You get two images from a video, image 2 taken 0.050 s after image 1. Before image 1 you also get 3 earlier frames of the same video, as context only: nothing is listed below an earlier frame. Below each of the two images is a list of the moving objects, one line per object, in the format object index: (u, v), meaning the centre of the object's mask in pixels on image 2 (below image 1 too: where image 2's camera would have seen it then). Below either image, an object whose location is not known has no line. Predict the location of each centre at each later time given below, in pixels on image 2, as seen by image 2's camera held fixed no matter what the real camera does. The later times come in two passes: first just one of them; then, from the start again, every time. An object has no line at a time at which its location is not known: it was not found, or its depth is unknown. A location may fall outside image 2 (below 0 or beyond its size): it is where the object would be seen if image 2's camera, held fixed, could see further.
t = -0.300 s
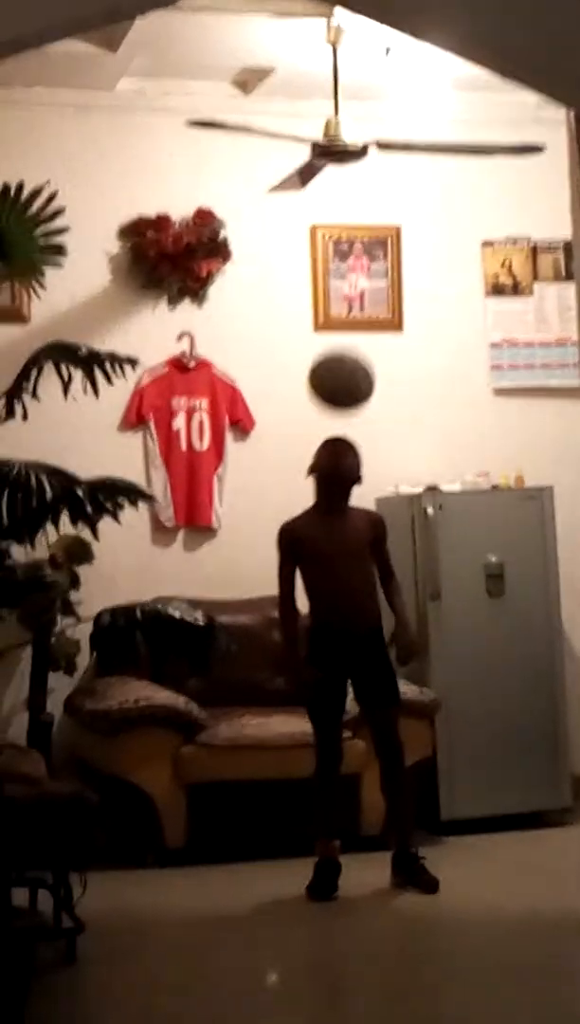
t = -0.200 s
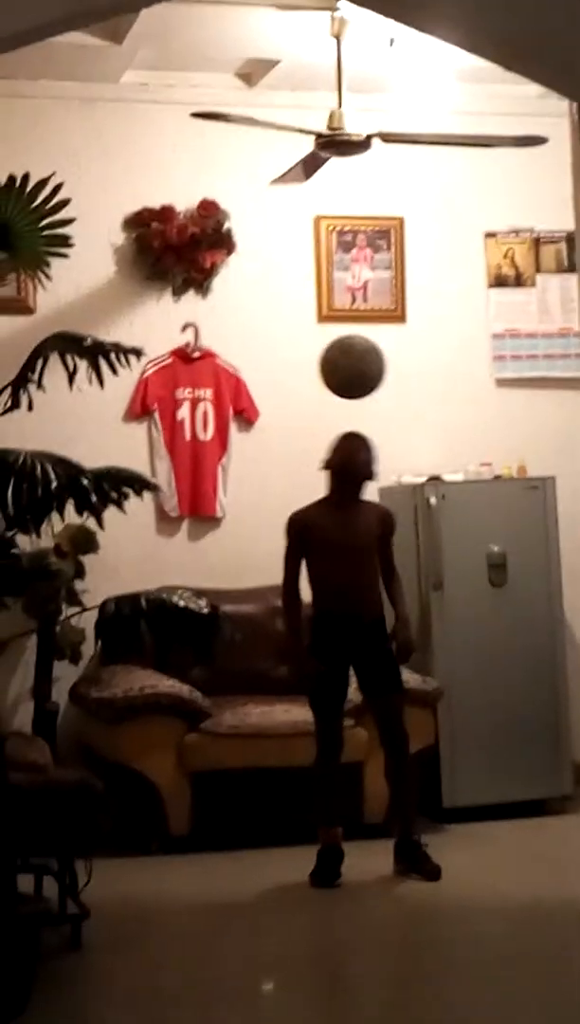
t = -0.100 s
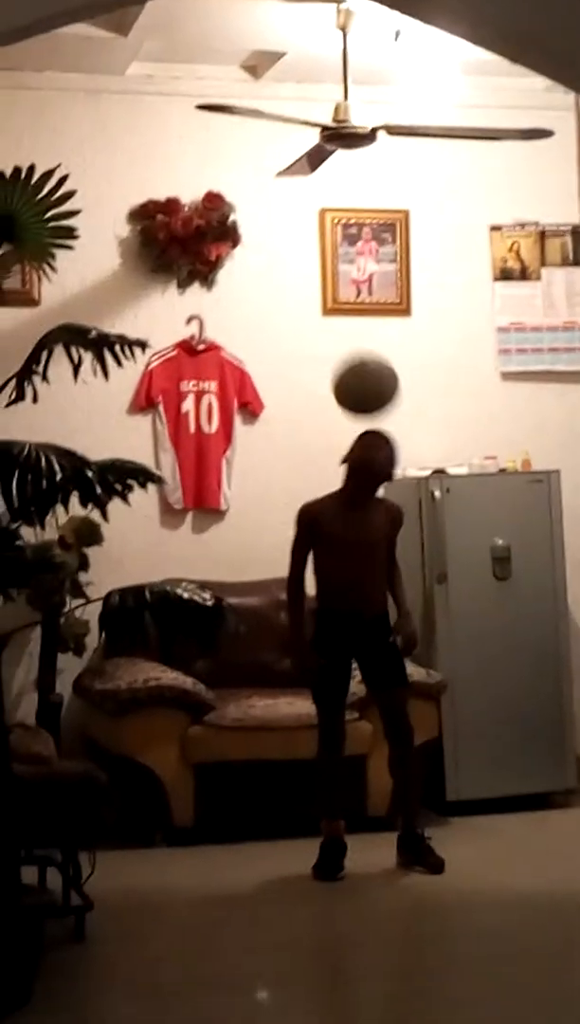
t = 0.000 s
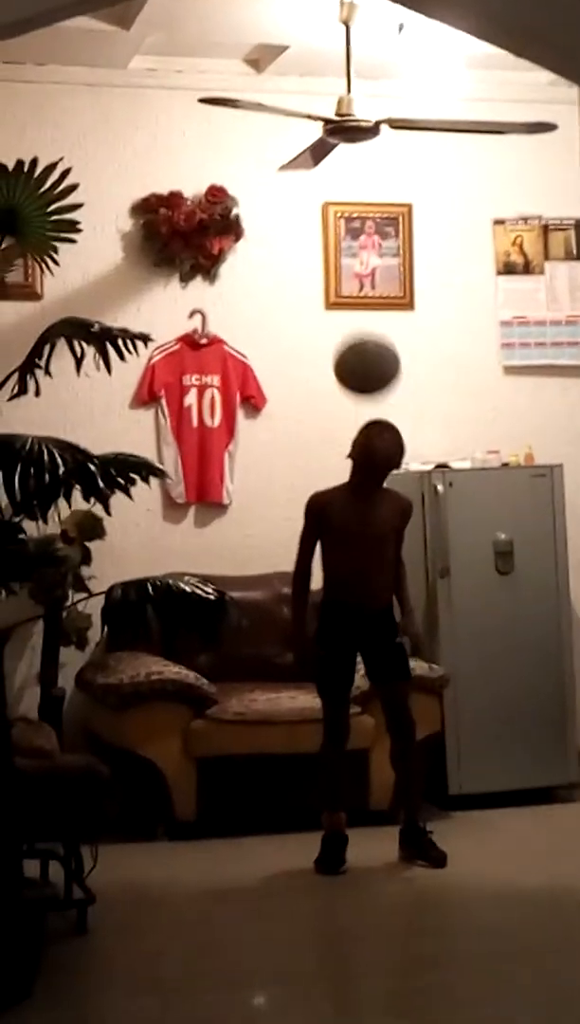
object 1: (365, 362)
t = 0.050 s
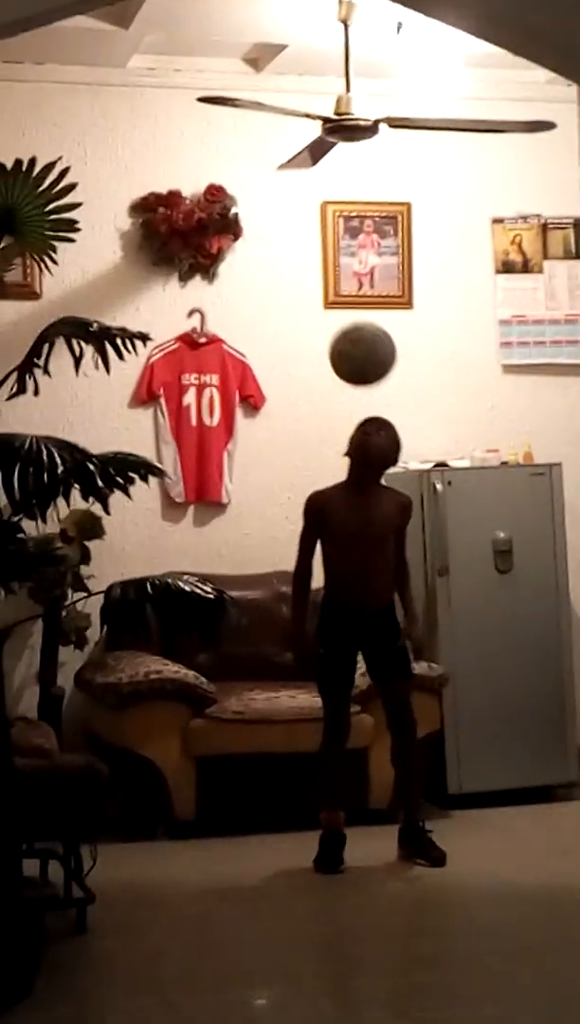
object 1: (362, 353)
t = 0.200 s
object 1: (355, 365)
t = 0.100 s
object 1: (360, 351)
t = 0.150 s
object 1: (357, 354)
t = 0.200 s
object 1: (355, 365)
